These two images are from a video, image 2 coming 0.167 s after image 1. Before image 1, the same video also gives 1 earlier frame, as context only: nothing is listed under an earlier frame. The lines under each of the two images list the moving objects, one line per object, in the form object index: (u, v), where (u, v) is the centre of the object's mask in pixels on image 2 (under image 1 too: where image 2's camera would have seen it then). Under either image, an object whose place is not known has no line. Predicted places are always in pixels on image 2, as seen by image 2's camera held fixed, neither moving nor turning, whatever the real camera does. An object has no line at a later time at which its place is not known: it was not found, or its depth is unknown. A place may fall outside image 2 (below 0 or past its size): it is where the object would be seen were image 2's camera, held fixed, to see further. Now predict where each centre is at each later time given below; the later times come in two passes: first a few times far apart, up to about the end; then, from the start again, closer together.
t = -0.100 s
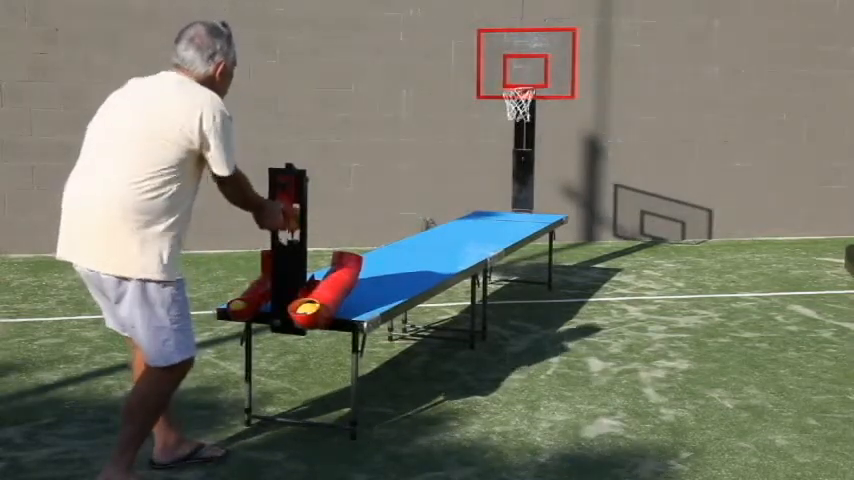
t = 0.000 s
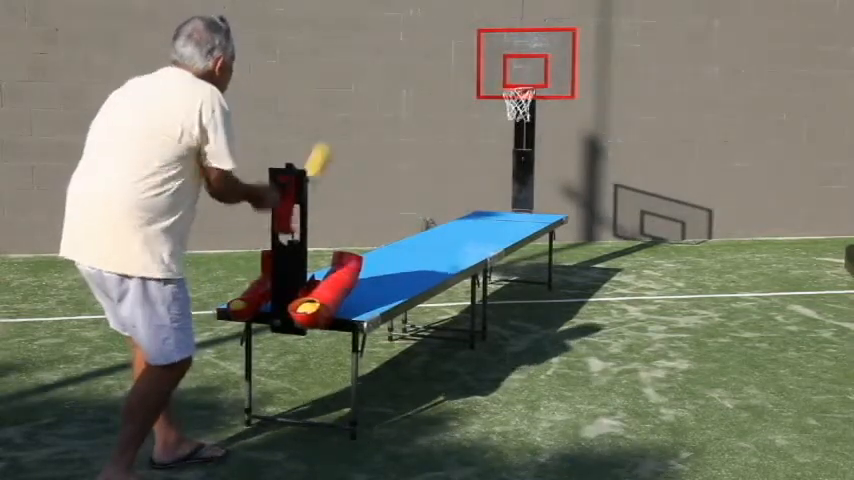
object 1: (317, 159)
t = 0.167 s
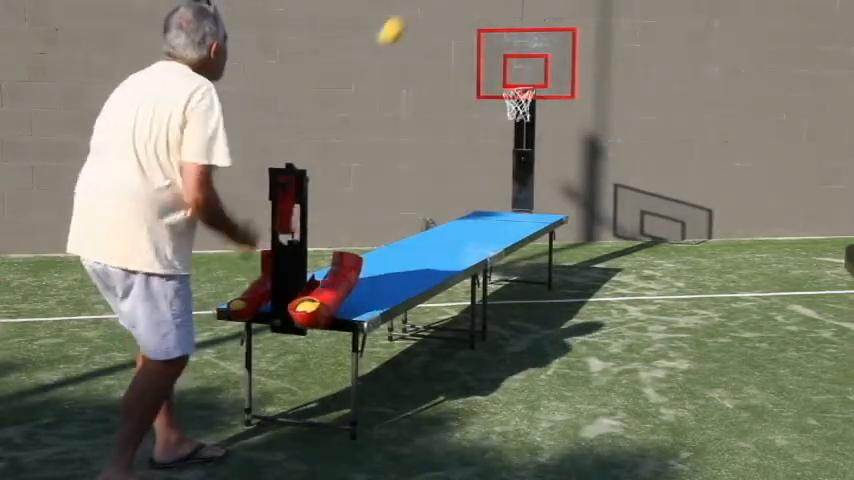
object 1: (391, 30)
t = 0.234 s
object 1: (414, 6)
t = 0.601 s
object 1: (506, 19)
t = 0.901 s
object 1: (513, 97)
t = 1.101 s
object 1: (498, 150)
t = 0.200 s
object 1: (403, 15)
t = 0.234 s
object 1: (414, 6)
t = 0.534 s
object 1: (496, 3)
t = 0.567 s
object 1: (503, 8)
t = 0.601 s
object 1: (506, 19)
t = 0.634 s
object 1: (516, 32)
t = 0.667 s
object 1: (519, 45)
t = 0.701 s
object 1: (524, 60)
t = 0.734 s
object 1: (527, 73)
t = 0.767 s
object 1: (523, 81)
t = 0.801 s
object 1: (519, 90)
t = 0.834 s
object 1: (516, 95)
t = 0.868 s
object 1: (513, 97)
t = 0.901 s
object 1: (513, 97)
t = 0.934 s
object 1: (508, 102)
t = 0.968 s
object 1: (506, 111)
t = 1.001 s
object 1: (504, 117)
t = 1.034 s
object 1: (503, 127)
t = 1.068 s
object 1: (500, 136)
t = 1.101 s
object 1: (498, 150)
